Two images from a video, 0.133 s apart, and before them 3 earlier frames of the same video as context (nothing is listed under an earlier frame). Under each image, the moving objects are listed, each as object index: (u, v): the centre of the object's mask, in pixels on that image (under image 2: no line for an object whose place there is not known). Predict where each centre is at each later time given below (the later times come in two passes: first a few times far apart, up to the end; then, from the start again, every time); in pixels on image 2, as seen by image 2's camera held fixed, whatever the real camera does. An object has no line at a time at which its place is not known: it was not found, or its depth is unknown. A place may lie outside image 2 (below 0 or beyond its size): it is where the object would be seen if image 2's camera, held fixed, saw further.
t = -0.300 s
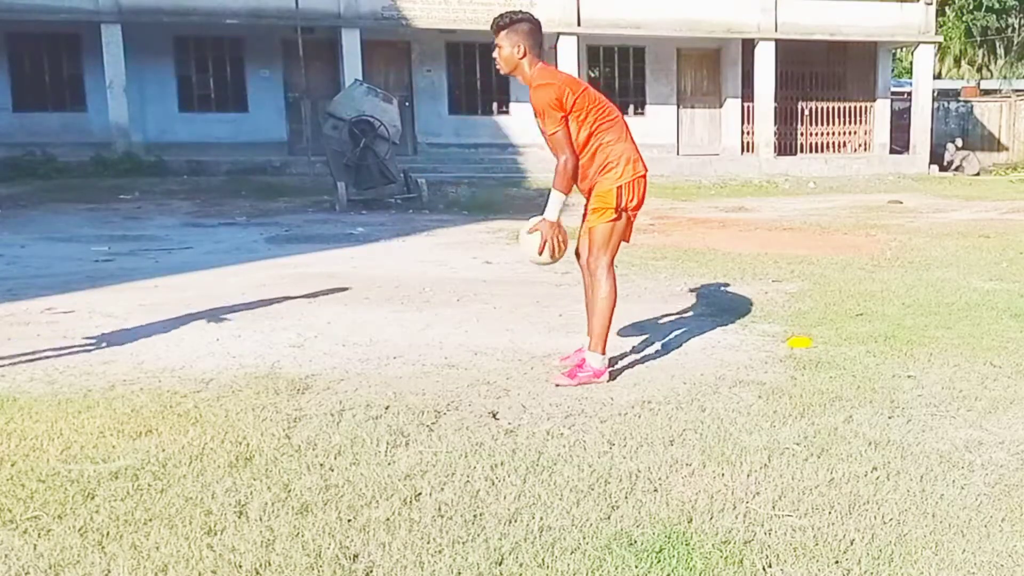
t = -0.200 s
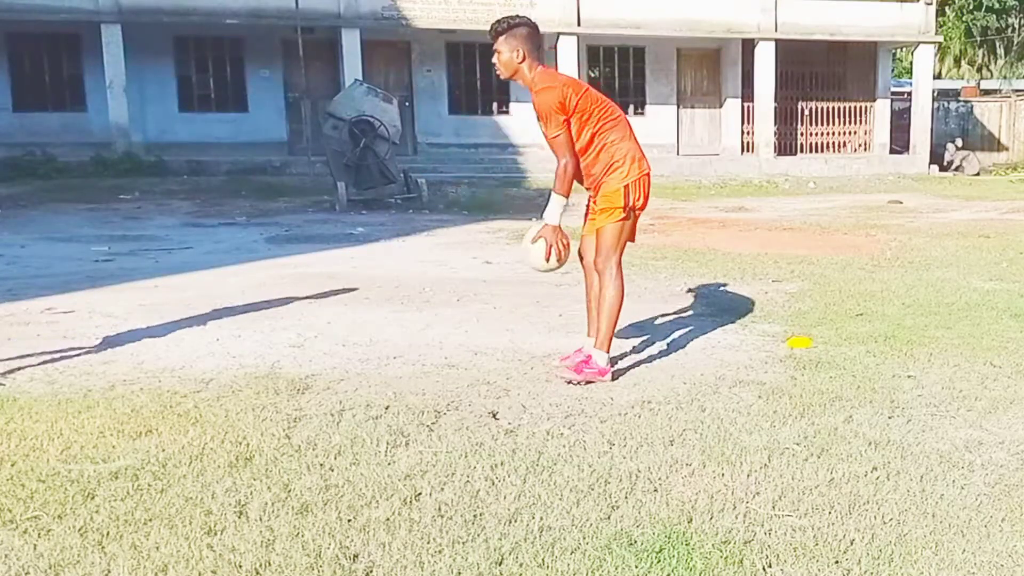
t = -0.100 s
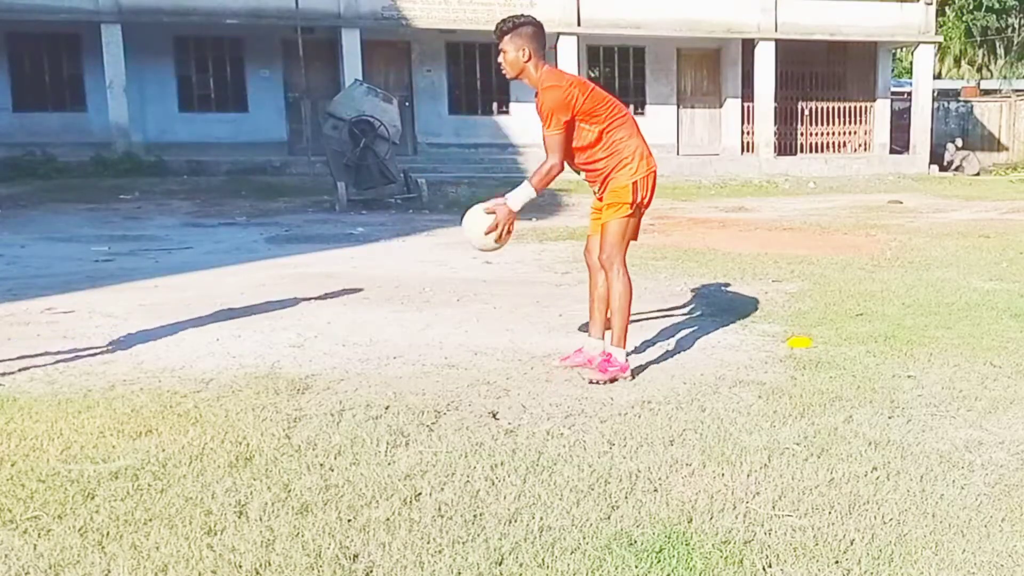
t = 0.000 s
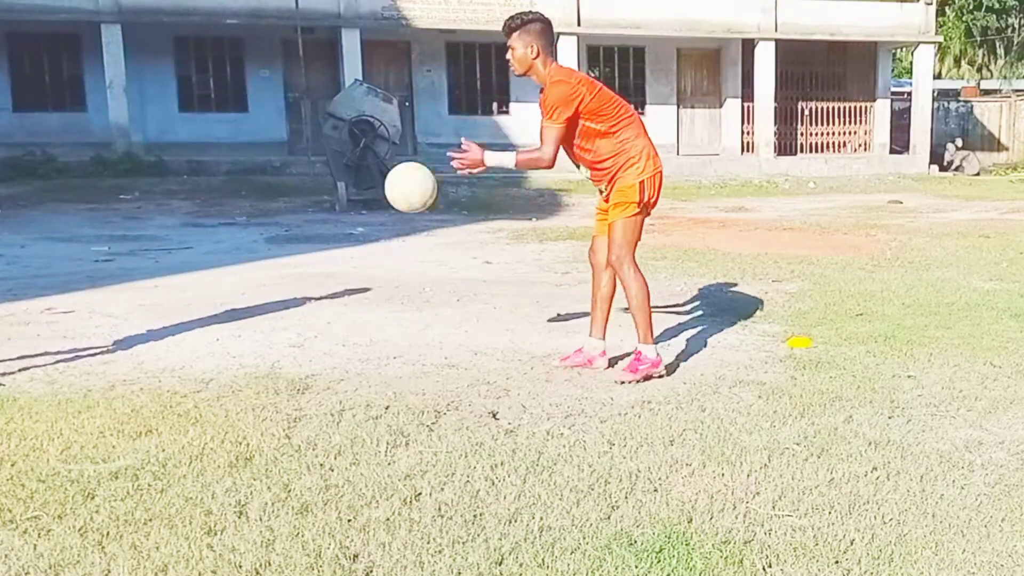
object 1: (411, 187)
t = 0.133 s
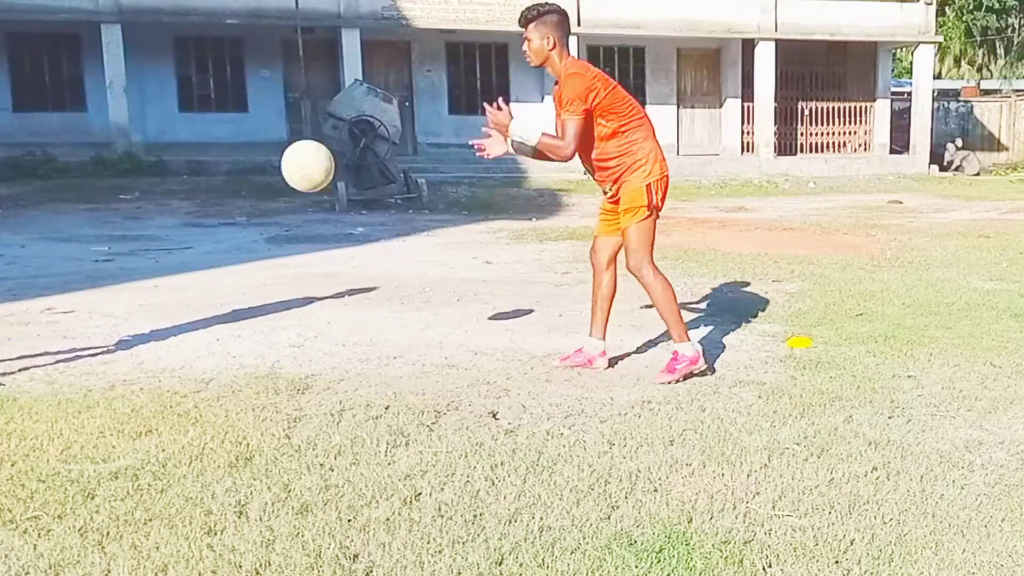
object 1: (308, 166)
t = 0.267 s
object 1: (206, 186)
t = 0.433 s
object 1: (85, 272)
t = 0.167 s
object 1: (282, 167)
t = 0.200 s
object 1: (257, 171)
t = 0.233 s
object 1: (231, 177)
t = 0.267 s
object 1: (206, 186)
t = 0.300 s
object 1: (181, 198)
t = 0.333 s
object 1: (156, 212)
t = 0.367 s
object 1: (132, 229)
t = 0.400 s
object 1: (108, 249)
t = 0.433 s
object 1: (85, 272)
